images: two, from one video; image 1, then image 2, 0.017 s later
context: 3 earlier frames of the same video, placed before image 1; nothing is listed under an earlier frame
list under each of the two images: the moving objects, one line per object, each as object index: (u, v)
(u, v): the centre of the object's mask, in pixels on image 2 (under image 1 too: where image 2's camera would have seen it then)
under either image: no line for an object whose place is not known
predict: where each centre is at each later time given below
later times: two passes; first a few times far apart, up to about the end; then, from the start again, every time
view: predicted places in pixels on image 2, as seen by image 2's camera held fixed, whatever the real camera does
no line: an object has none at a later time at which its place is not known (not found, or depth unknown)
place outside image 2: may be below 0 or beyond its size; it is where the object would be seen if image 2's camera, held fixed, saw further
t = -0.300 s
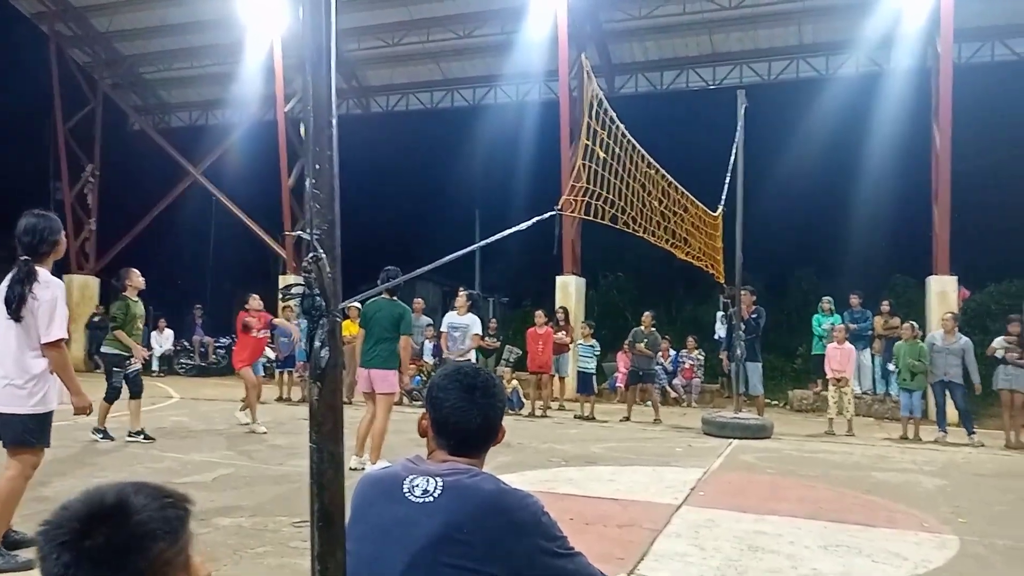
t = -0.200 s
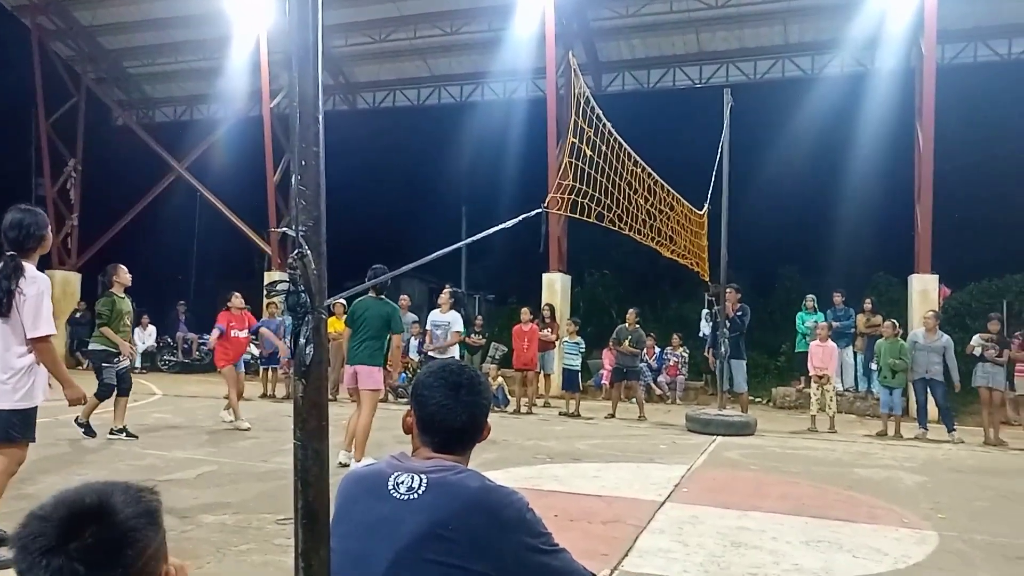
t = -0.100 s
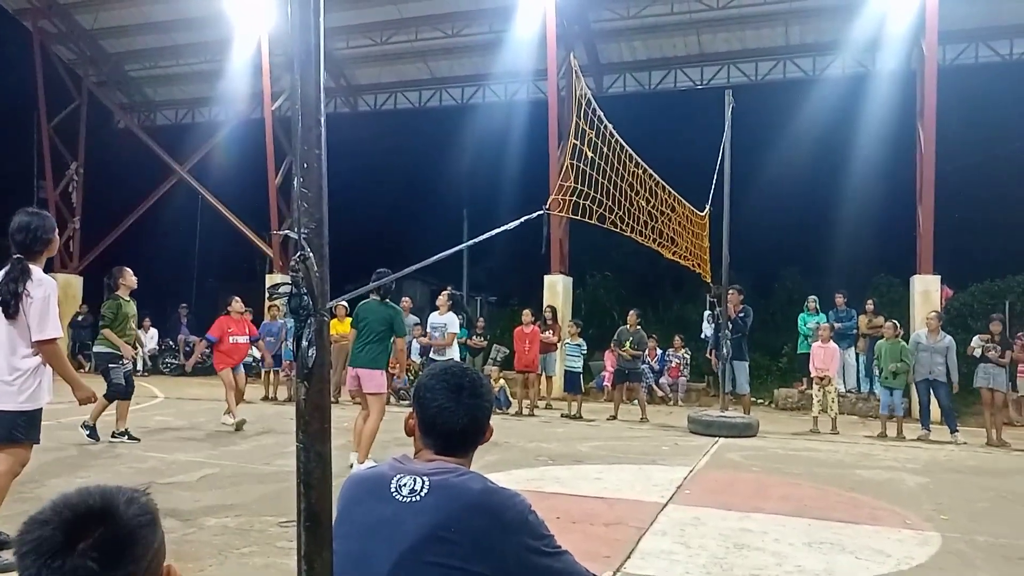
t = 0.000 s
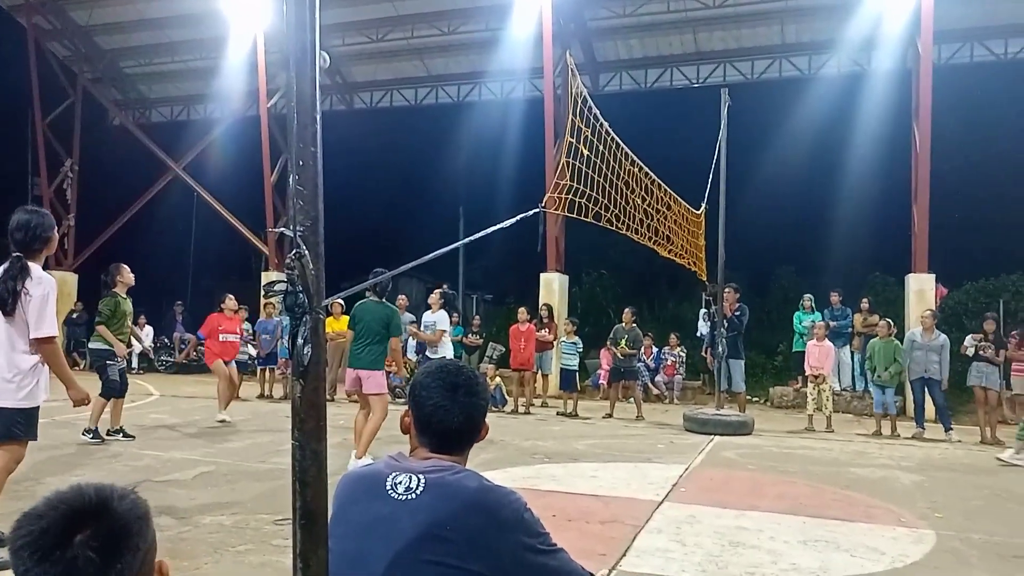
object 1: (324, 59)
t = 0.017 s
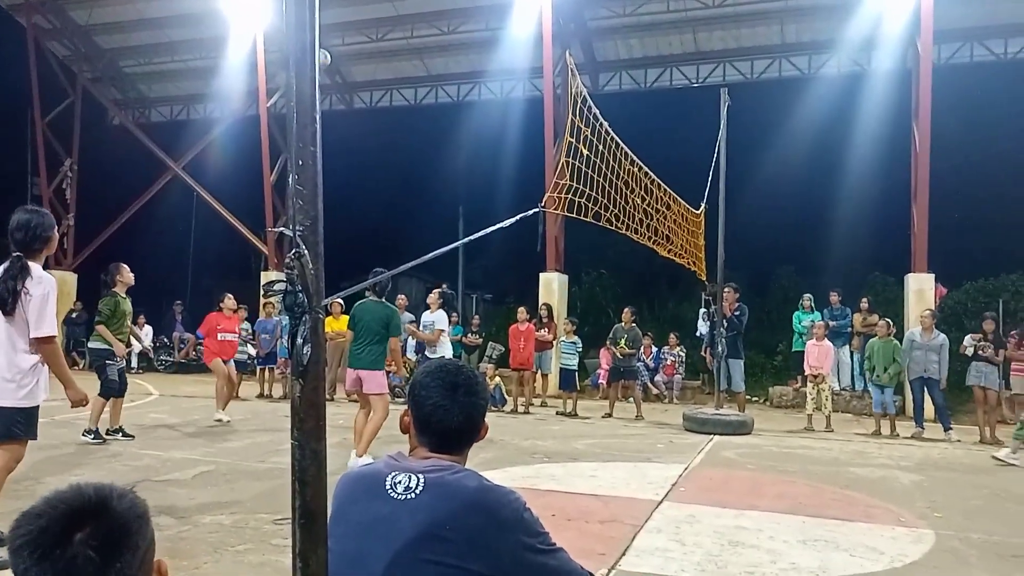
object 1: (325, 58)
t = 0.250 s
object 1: (337, 70)
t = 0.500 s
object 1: (351, 133)
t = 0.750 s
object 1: (364, 246)
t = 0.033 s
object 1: (325, 58)
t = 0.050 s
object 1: (326, 58)
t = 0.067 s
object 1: (326, 58)
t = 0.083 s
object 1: (327, 57)
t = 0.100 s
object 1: (328, 57)
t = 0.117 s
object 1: (328, 58)
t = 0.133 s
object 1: (329, 59)
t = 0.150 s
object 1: (330, 60)
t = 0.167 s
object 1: (331, 61)
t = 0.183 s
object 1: (332, 62)
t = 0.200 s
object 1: (333, 64)
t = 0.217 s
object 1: (334, 66)
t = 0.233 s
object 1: (335, 68)
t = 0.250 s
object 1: (337, 70)
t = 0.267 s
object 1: (338, 72)
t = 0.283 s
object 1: (339, 75)
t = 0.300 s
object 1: (340, 78)
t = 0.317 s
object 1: (341, 81)
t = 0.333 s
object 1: (342, 84)
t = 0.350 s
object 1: (343, 88)
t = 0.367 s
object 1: (344, 92)
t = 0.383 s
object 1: (345, 97)
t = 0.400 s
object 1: (346, 101)
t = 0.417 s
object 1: (347, 105)
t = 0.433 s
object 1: (347, 110)
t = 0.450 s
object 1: (348, 116)
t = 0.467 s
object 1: (349, 121)
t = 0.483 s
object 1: (350, 127)
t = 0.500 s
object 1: (351, 133)
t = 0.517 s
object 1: (352, 139)
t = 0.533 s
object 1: (353, 145)
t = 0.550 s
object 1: (354, 152)
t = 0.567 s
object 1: (355, 158)
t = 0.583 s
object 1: (355, 165)
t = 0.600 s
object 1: (356, 172)
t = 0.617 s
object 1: (357, 180)
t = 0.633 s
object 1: (358, 187)
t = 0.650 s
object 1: (359, 195)
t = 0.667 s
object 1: (360, 203)
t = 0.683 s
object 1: (361, 211)
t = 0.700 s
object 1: (361, 220)
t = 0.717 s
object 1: (362, 228)
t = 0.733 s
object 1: (363, 237)
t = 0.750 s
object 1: (364, 246)
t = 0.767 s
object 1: (365, 255)
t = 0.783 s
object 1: (365, 265)
